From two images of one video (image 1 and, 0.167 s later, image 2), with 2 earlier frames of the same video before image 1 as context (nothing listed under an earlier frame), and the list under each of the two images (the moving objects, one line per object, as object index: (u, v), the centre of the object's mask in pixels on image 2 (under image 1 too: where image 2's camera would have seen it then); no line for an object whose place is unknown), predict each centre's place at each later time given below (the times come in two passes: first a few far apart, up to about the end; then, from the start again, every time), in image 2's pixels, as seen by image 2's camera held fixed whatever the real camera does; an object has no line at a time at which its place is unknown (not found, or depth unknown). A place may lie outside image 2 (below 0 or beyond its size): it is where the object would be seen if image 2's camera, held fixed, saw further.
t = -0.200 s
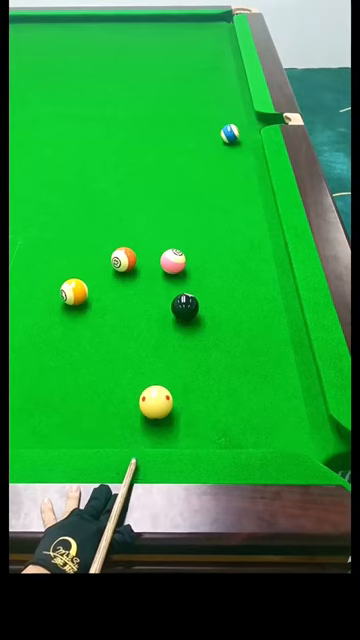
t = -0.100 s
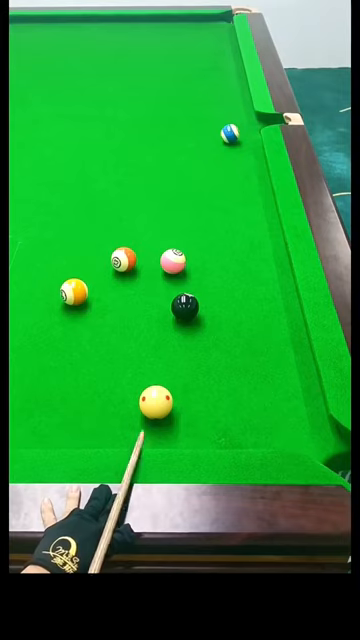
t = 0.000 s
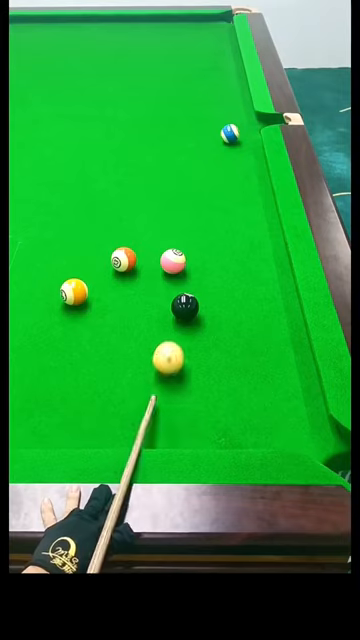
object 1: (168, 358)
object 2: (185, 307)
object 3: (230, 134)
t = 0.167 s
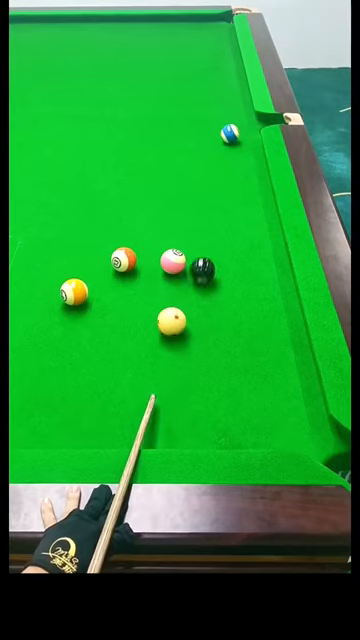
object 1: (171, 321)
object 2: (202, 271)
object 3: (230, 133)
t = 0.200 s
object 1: (169, 320)
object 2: (207, 261)
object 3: (230, 133)
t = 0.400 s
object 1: (159, 313)
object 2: (227, 217)
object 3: (230, 133)
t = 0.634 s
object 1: (148, 306)
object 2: (246, 177)
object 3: (229, 133)
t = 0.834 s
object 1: (141, 301)
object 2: (252, 150)
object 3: (230, 133)
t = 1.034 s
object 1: (135, 297)
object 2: (251, 133)
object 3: (218, 129)
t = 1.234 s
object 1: (131, 294)
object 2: (259, 121)
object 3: (201, 121)
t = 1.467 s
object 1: (127, 291)
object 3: (183, 116)
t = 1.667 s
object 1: (125, 290)
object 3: (168, 110)
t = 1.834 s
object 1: (123, 289)
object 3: (156, 106)
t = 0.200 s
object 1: (169, 320)
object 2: (207, 261)
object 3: (230, 133)
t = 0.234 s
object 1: (168, 318)
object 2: (211, 252)
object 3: (230, 133)
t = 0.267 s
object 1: (166, 317)
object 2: (214, 244)
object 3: (230, 133)
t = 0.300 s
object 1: (164, 316)
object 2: (217, 237)
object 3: (230, 133)
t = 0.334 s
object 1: (162, 315)
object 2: (221, 230)
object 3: (230, 133)
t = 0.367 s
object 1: (161, 314)
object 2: (224, 223)
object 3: (230, 133)
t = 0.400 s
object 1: (159, 313)
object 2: (227, 217)
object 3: (230, 133)
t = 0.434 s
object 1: (157, 312)
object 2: (230, 211)
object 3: (229, 133)
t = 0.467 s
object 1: (156, 311)
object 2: (233, 205)
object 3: (230, 133)
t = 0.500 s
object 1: (154, 310)
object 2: (236, 199)
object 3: (229, 133)
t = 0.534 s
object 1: (153, 309)
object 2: (238, 193)
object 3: (230, 133)
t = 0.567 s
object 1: (151, 308)
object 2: (241, 188)
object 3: (229, 133)
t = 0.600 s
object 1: (150, 307)
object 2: (244, 182)
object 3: (230, 133)
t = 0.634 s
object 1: (148, 306)
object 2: (246, 177)
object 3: (229, 133)
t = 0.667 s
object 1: (147, 305)
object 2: (248, 172)
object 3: (230, 133)
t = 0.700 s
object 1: (146, 304)
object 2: (250, 167)
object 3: (230, 133)
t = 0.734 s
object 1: (145, 303)
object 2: (253, 162)
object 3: (230, 133)
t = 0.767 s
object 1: (143, 303)
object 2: (255, 158)
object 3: (230, 133)
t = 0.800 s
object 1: (142, 302)
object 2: (254, 154)
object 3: (230, 133)
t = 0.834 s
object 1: (141, 301)
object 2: (252, 150)
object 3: (230, 133)
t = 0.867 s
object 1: (140, 300)
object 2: (250, 147)
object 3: (230, 134)
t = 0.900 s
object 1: (139, 300)
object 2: (247, 143)
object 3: (230, 133)
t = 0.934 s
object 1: (138, 299)
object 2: (246, 139)
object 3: (229, 133)
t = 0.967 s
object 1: (137, 298)
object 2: (248, 137)
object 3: (225, 131)
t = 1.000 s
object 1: (136, 297)
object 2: (250, 135)
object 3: (221, 130)
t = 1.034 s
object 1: (135, 297)
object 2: (251, 133)
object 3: (218, 129)
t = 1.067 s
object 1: (134, 296)
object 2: (253, 131)
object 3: (215, 128)
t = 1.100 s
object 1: (134, 296)
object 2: (254, 129)
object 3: (212, 127)
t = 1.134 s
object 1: (133, 295)
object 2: (254, 127)
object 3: (209, 126)
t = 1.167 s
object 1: (132, 294)
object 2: (256, 124)
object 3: (207, 124)
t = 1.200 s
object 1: (132, 294)
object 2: (257, 123)
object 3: (204, 122)
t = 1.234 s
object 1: (131, 294)
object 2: (259, 121)
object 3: (201, 121)
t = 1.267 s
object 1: (130, 293)
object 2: (261, 120)
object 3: (198, 122)
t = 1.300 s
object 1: (129, 293)
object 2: (262, 121)
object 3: (195, 121)
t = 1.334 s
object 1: (129, 292)
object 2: (263, 123)
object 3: (193, 119)
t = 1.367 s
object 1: (128, 292)
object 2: (265, 123)
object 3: (190, 119)
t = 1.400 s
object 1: (128, 292)
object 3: (187, 117)
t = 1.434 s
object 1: (127, 291)
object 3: (184, 117)
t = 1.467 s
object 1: (127, 291)
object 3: (183, 116)
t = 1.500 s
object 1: (126, 291)
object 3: (180, 115)
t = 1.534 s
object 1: (126, 291)
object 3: (177, 113)
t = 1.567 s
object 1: (126, 291)
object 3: (175, 113)
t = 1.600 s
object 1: (125, 290)
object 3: (173, 112)
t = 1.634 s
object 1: (125, 290)
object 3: (170, 111)
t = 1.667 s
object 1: (125, 290)
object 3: (168, 110)
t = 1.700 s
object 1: (124, 290)
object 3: (166, 109)
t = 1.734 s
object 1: (124, 290)
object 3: (163, 108)
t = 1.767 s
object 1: (124, 289)
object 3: (161, 106)
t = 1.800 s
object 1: (124, 289)
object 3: (159, 106)
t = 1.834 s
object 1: (123, 289)
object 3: (156, 106)
